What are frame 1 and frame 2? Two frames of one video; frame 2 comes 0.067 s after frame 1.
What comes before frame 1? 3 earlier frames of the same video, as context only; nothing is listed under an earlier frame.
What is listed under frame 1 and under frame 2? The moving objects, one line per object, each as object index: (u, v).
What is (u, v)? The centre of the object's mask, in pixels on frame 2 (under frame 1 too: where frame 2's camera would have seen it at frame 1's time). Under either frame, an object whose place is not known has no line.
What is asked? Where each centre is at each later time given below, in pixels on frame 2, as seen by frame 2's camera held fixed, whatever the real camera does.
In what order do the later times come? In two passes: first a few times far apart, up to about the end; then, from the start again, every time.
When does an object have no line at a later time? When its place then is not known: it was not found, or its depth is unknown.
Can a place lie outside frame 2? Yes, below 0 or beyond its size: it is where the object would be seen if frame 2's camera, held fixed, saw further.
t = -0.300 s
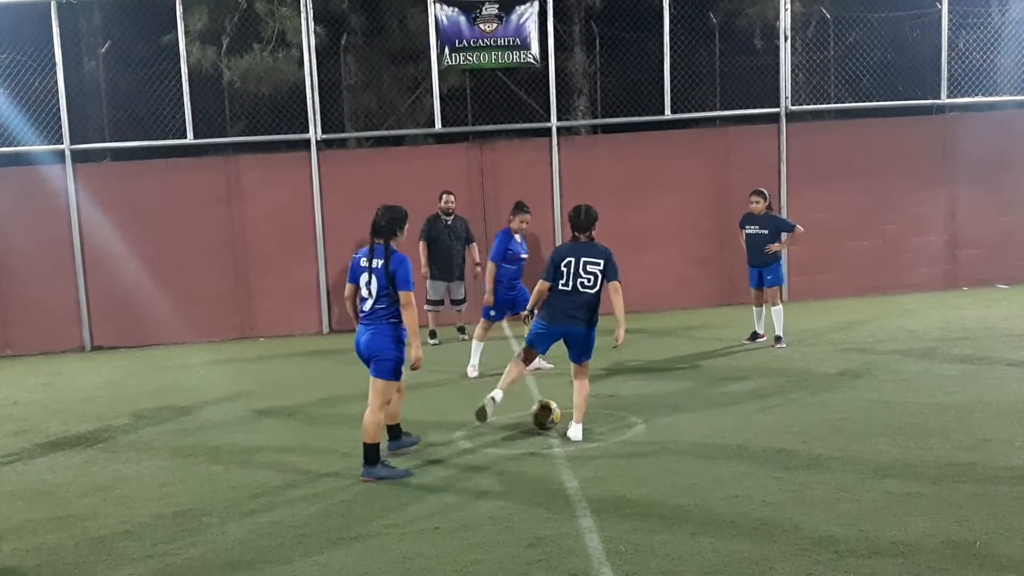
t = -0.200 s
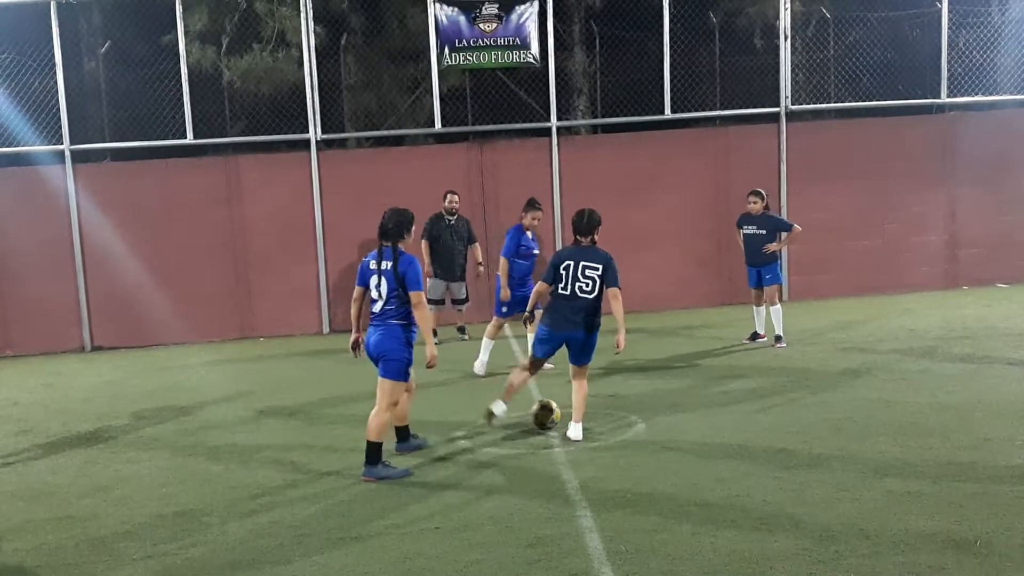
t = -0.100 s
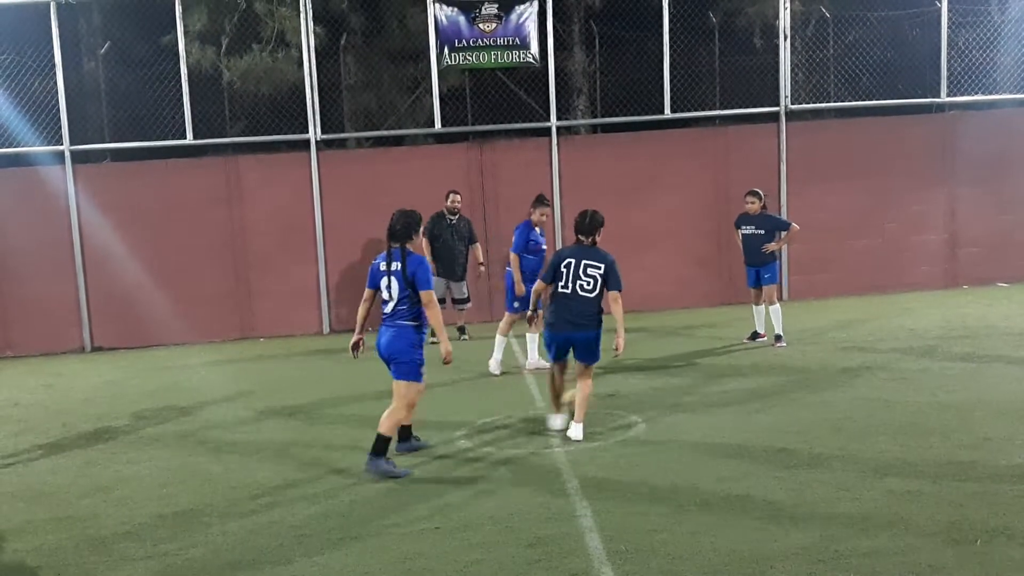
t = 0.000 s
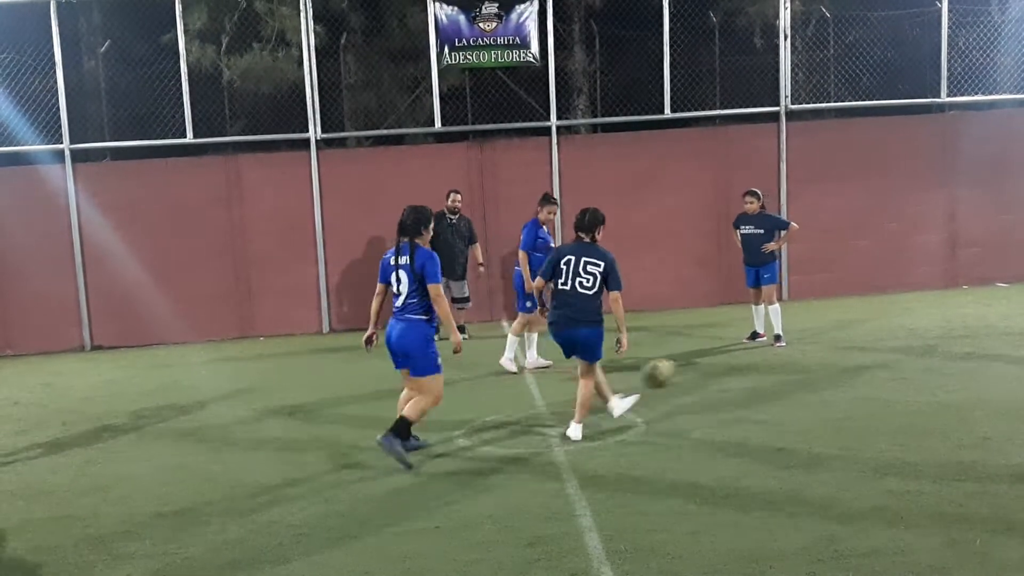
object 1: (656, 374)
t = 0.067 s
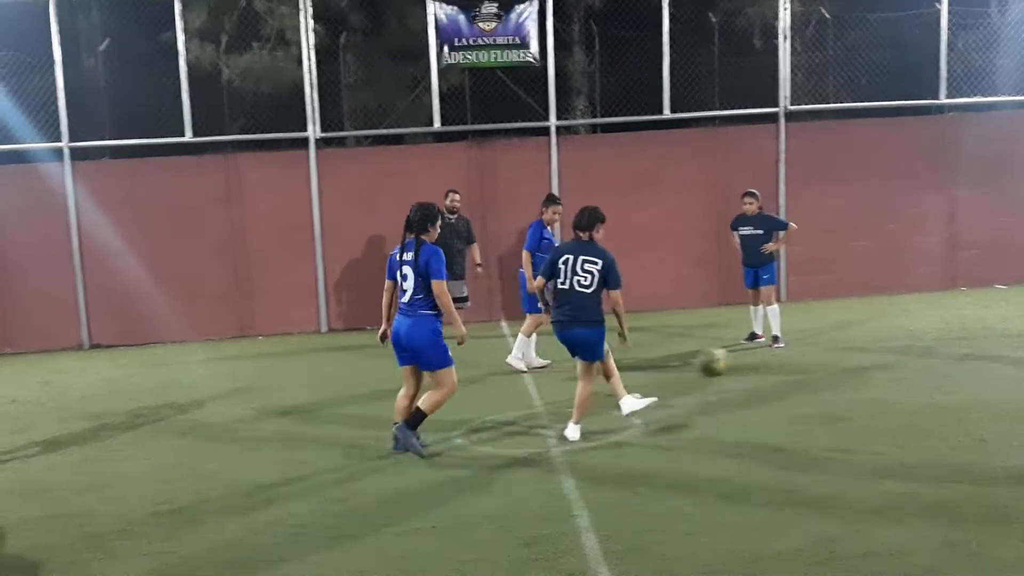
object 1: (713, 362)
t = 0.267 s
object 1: (882, 364)
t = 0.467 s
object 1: (1008, 360)
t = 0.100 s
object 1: (742, 359)
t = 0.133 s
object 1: (771, 356)
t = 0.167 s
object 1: (799, 355)
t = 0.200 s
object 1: (827, 357)
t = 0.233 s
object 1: (855, 360)
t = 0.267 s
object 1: (882, 364)
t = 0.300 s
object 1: (911, 370)
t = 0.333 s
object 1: (939, 378)
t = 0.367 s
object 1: (959, 375)
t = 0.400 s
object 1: (975, 368)
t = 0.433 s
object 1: (992, 363)
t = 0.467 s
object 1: (1008, 360)
